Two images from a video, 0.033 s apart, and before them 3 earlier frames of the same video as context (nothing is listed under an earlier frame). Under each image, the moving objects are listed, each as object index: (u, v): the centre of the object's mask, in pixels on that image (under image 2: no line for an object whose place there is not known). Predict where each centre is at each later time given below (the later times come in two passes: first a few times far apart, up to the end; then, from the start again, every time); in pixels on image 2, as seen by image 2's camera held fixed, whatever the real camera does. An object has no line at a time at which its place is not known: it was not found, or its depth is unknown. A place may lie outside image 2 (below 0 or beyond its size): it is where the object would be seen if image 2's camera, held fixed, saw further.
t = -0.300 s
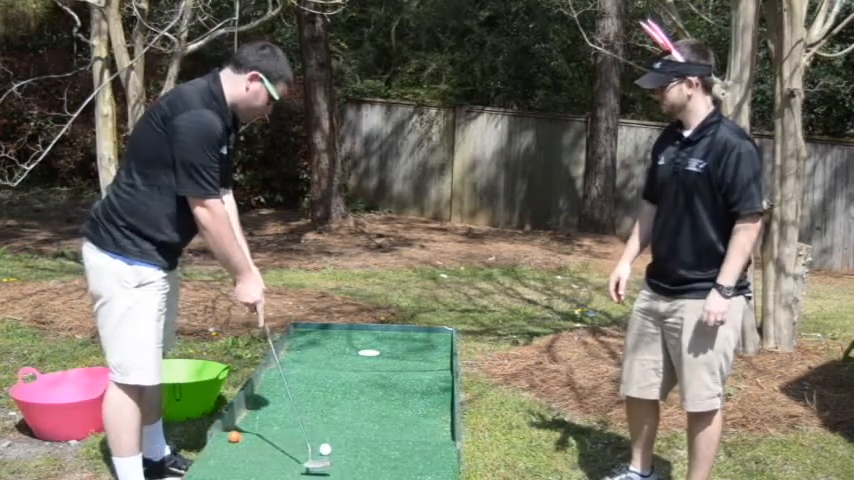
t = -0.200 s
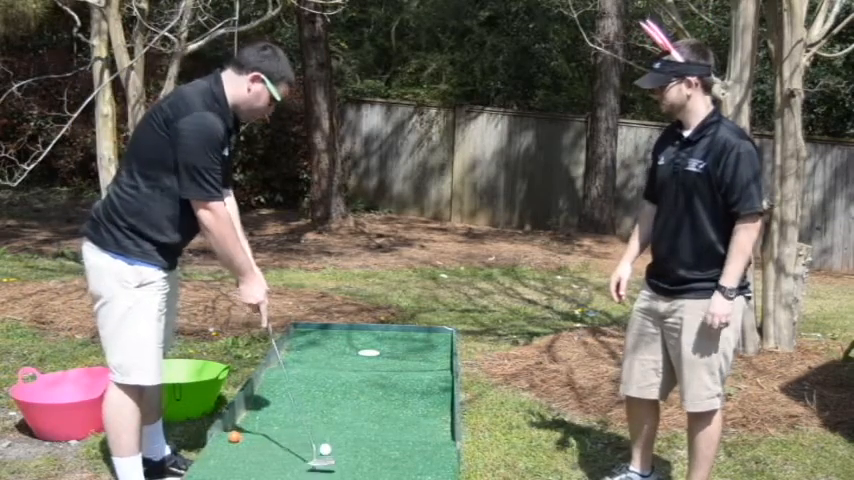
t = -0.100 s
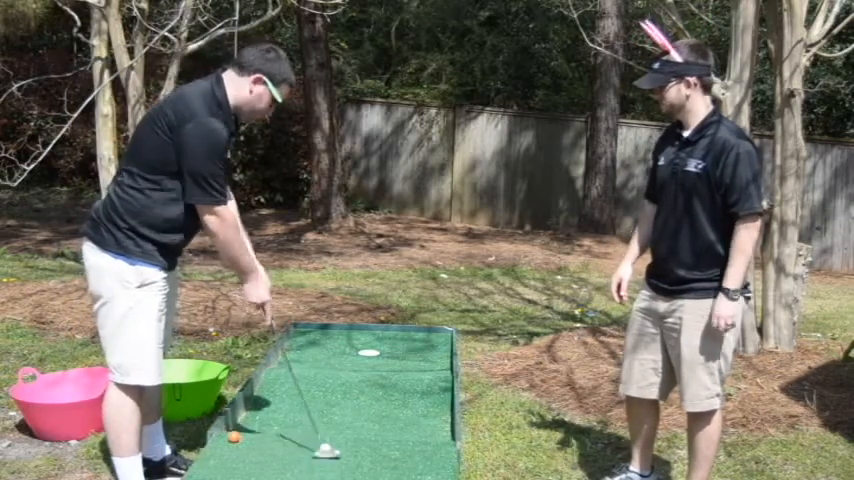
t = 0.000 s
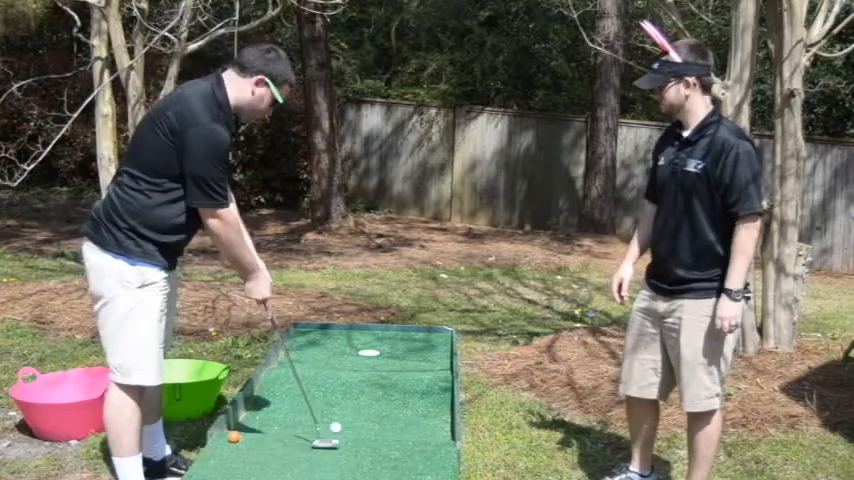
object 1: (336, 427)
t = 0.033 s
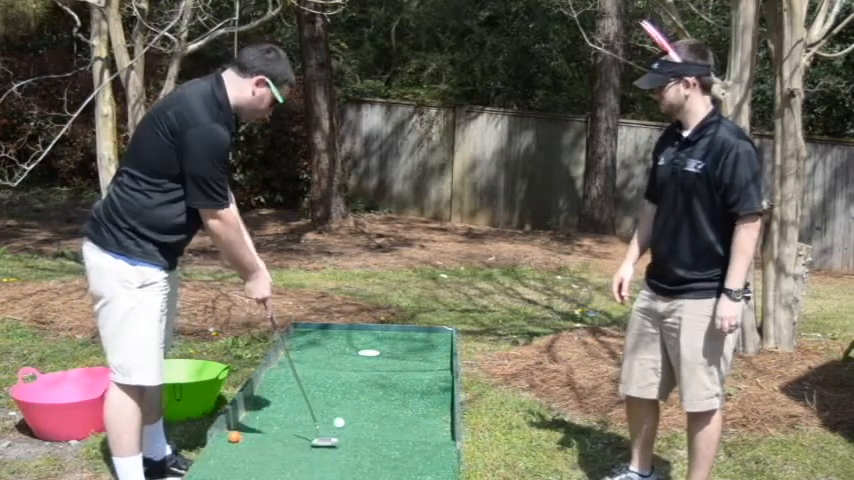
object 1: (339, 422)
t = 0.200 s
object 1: (353, 412)
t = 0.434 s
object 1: (365, 374)
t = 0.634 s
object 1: (373, 364)
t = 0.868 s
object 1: (381, 348)
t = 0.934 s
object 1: (383, 342)
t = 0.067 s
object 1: (342, 420)
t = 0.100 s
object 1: (345, 422)
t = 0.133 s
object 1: (348, 423)
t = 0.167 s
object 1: (350, 416)
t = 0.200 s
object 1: (353, 412)
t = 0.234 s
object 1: (355, 409)
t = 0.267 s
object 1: (357, 402)
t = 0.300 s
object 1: (358, 398)
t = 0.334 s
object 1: (360, 391)
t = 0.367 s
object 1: (362, 385)
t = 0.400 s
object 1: (363, 379)
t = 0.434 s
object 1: (365, 374)
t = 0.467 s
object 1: (366, 371)
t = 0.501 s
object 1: (367, 369)
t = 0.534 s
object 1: (369, 367)
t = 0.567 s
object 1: (370, 367)
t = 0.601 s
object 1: (371, 365)
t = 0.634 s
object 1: (373, 364)
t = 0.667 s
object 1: (374, 363)
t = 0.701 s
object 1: (375, 361)
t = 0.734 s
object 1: (376, 359)
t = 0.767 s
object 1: (377, 357)
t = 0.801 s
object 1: (380, 355)
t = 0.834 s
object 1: (380, 351)
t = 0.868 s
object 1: (381, 348)
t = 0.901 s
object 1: (382, 345)
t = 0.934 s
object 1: (383, 342)
